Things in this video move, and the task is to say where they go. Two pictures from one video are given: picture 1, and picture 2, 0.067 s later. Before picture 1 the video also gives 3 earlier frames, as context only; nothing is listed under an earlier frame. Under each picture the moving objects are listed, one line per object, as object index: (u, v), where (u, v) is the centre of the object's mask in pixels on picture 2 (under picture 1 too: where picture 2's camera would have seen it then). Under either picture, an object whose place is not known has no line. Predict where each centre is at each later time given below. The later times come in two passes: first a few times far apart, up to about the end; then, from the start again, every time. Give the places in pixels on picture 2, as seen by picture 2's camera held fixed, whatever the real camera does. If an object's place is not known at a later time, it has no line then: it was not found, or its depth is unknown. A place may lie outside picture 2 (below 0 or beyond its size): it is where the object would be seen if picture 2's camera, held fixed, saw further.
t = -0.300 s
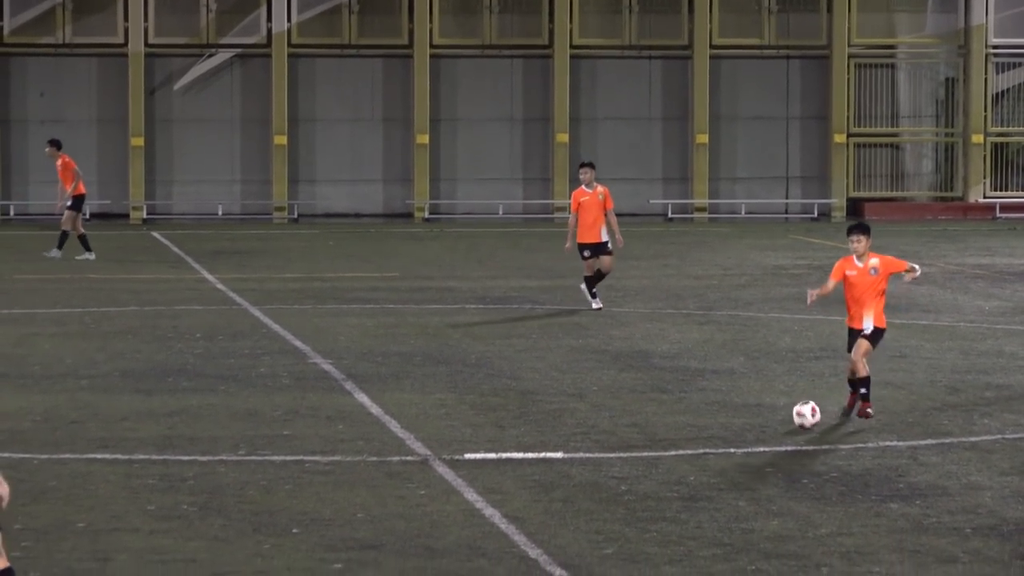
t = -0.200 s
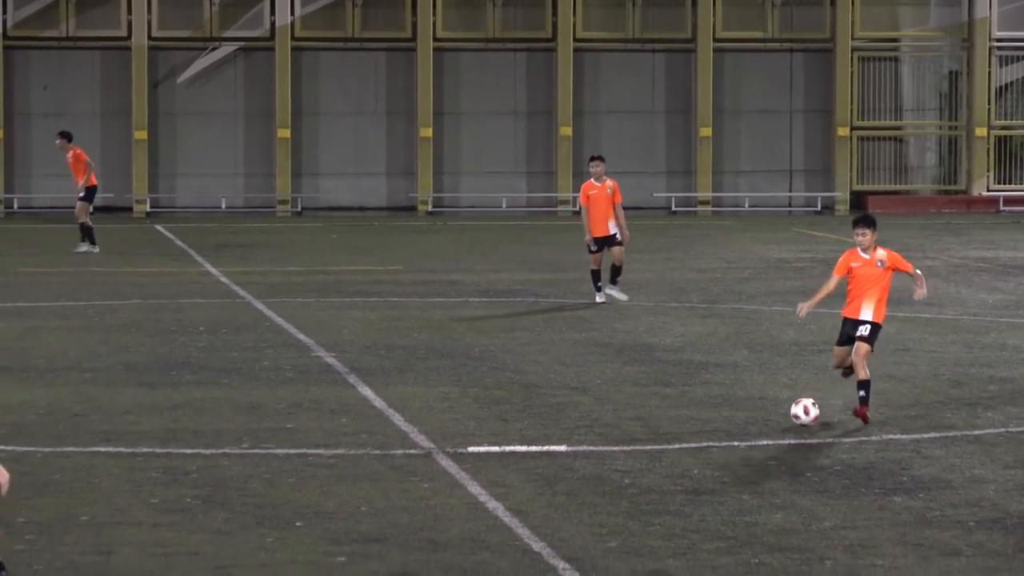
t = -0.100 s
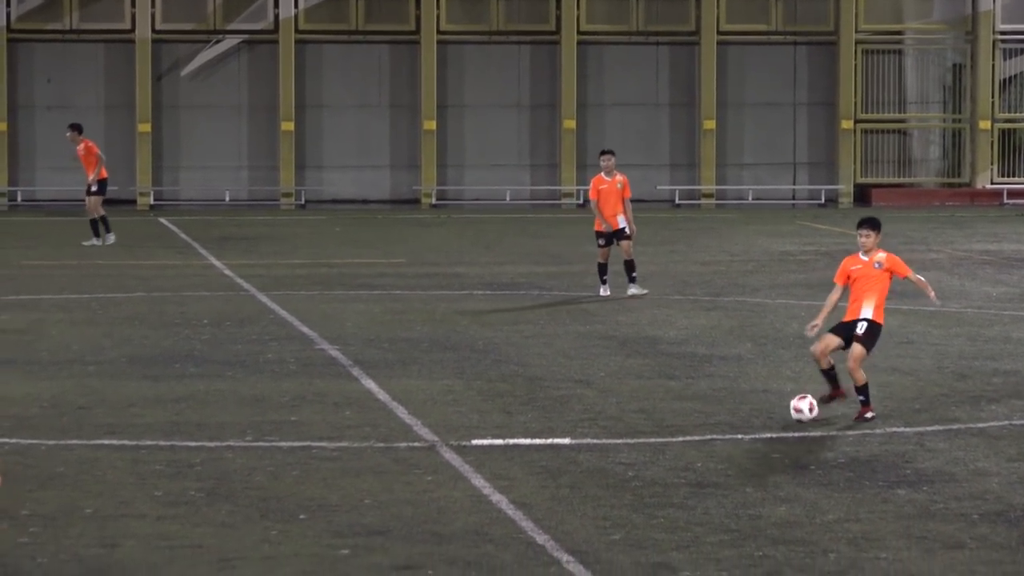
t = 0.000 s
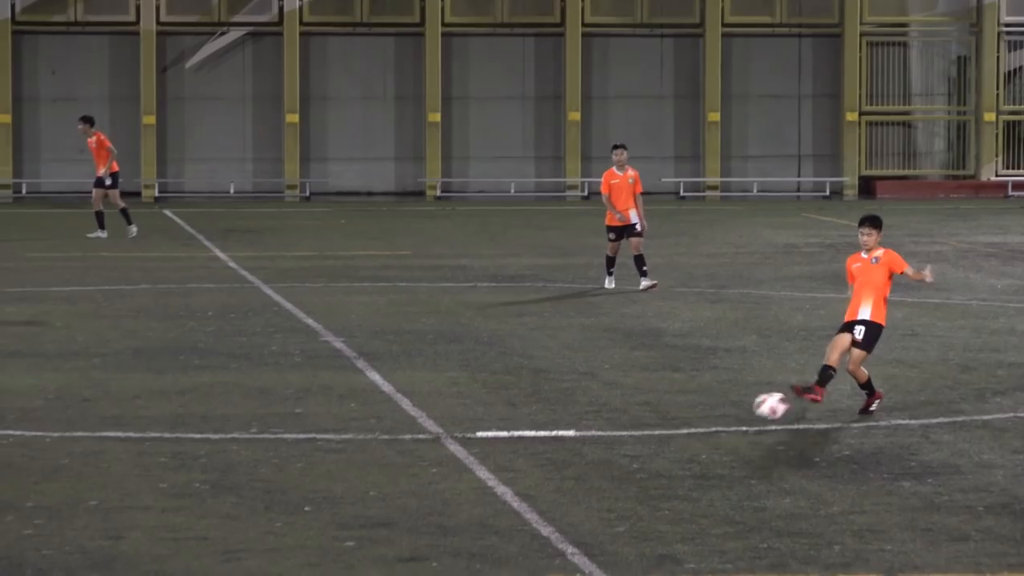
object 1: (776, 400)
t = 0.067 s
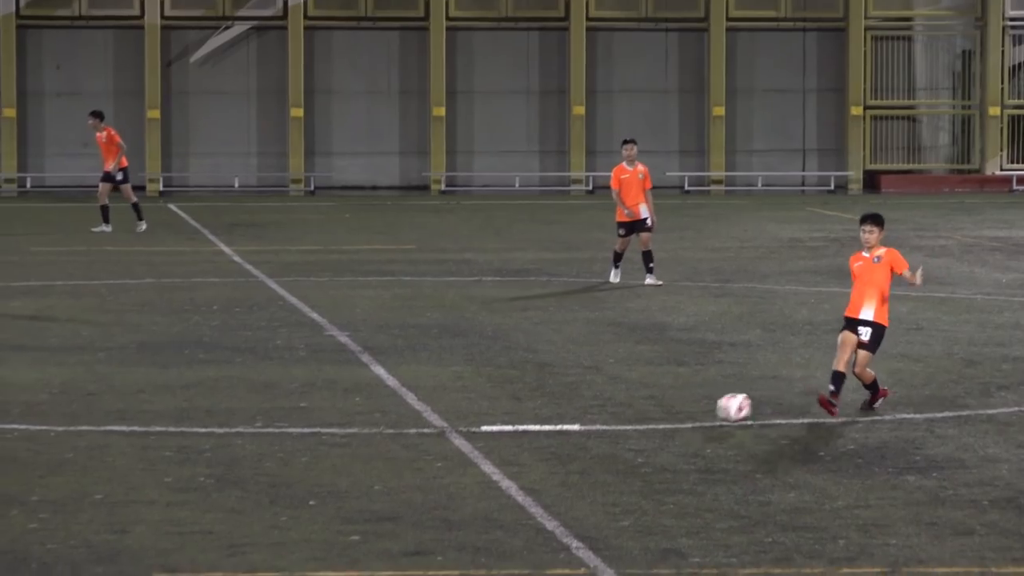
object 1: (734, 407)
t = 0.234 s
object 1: (629, 434)
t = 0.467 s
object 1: (492, 469)
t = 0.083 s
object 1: (724, 410)
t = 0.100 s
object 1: (713, 413)
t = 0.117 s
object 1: (702, 418)
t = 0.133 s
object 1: (691, 422)
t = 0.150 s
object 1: (680, 428)
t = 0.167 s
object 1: (669, 431)
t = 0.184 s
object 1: (660, 431)
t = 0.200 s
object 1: (649, 432)
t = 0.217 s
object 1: (639, 433)
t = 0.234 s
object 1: (629, 434)
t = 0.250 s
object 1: (619, 436)
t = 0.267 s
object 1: (609, 439)
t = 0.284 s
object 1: (599, 442)
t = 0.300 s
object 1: (589, 445)
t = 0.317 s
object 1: (579, 450)
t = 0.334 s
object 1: (568, 454)
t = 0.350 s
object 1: (558, 459)
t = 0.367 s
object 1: (548, 461)
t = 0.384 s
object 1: (539, 462)
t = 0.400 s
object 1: (530, 462)
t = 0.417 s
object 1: (521, 463)
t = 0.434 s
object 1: (511, 464)
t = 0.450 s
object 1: (502, 467)
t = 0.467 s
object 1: (492, 469)
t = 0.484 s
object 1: (483, 472)
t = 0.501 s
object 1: (474, 476)
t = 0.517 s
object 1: (464, 480)
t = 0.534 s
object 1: (454, 485)
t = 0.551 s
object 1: (444, 490)
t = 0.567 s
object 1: (435, 490)
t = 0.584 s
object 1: (427, 490)
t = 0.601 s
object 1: (418, 490)
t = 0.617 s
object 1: (409, 491)
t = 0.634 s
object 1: (400, 492)
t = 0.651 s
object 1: (391, 494)
